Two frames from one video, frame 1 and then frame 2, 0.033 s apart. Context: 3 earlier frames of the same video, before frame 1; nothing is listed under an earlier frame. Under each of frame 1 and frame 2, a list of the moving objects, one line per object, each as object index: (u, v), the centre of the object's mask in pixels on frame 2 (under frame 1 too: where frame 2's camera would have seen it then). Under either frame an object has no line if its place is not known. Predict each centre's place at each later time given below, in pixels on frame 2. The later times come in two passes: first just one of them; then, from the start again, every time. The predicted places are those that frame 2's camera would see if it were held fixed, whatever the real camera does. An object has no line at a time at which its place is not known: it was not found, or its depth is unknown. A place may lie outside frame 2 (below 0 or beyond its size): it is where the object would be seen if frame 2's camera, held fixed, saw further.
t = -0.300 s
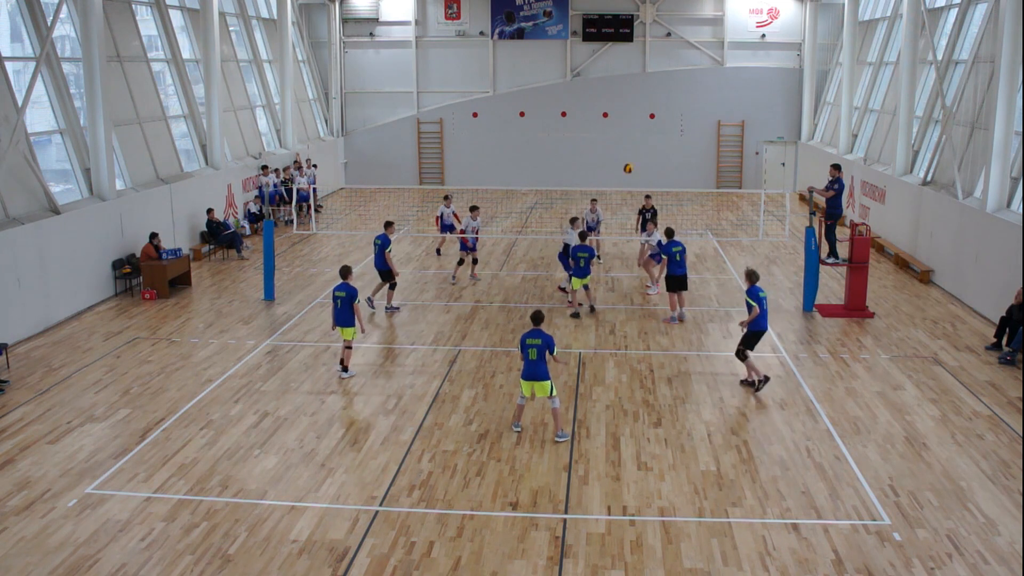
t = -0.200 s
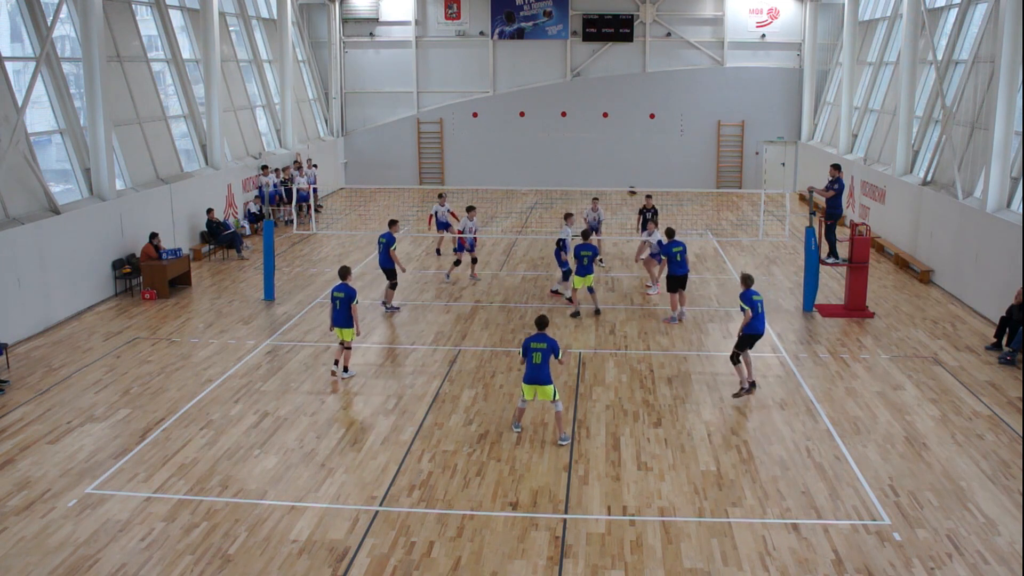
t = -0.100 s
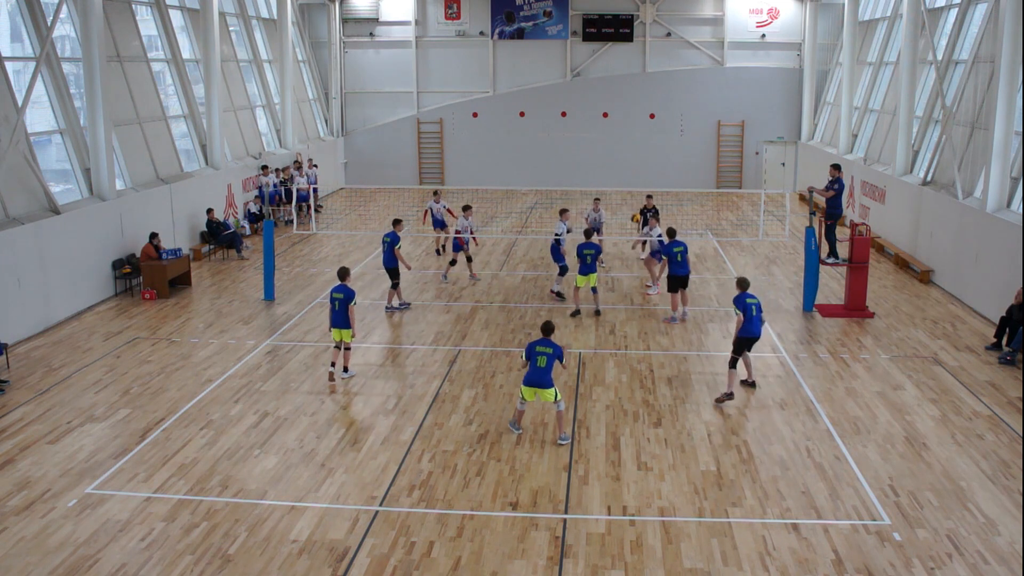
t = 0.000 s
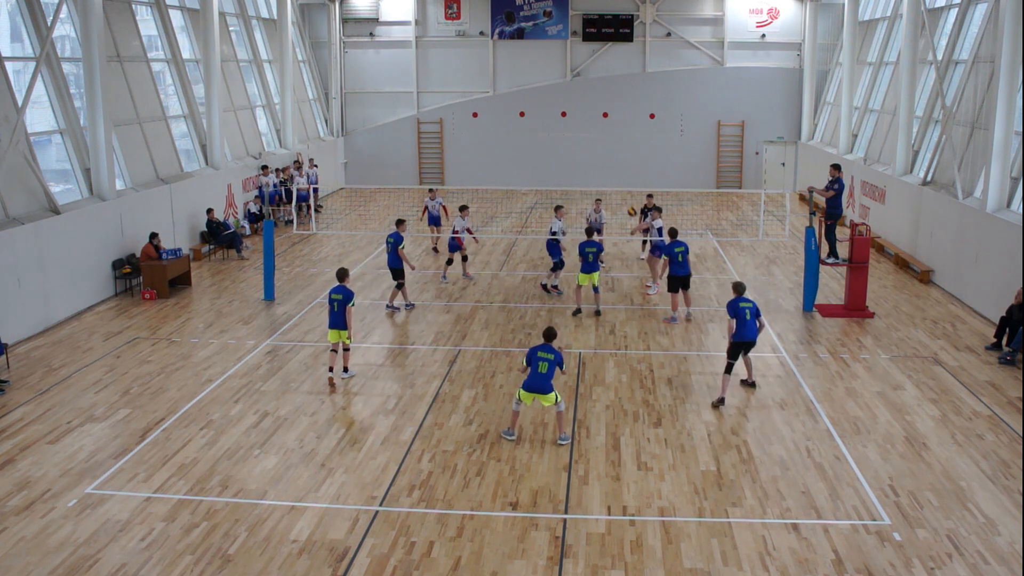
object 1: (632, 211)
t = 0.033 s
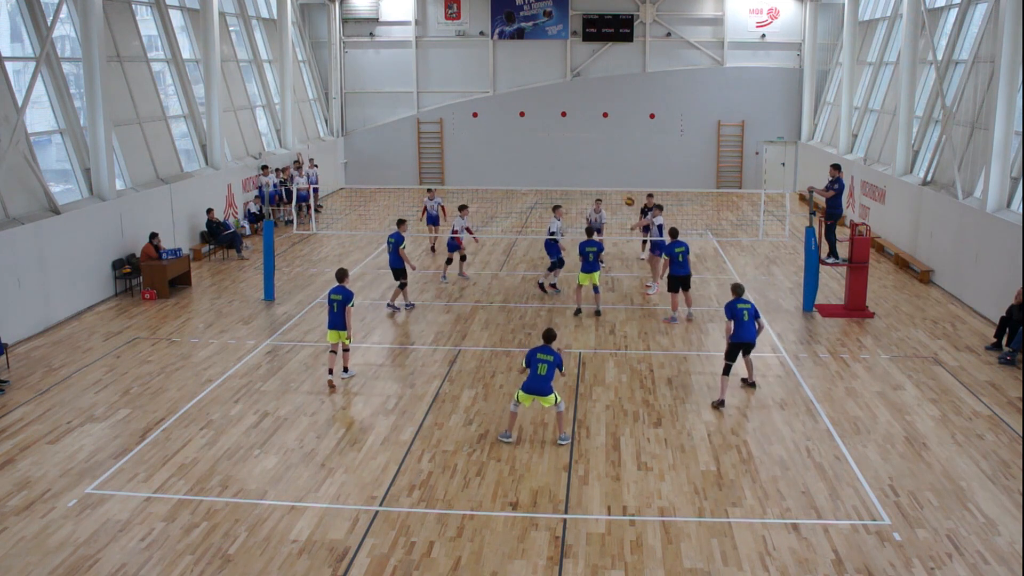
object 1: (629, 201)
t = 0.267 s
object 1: (610, 141)
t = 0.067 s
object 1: (627, 191)
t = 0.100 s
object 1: (624, 182)
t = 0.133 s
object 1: (622, 172)
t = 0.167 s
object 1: (619, 164)
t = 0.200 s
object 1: (616, 156)
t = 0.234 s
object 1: (613, 148)
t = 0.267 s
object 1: (610, 141)
